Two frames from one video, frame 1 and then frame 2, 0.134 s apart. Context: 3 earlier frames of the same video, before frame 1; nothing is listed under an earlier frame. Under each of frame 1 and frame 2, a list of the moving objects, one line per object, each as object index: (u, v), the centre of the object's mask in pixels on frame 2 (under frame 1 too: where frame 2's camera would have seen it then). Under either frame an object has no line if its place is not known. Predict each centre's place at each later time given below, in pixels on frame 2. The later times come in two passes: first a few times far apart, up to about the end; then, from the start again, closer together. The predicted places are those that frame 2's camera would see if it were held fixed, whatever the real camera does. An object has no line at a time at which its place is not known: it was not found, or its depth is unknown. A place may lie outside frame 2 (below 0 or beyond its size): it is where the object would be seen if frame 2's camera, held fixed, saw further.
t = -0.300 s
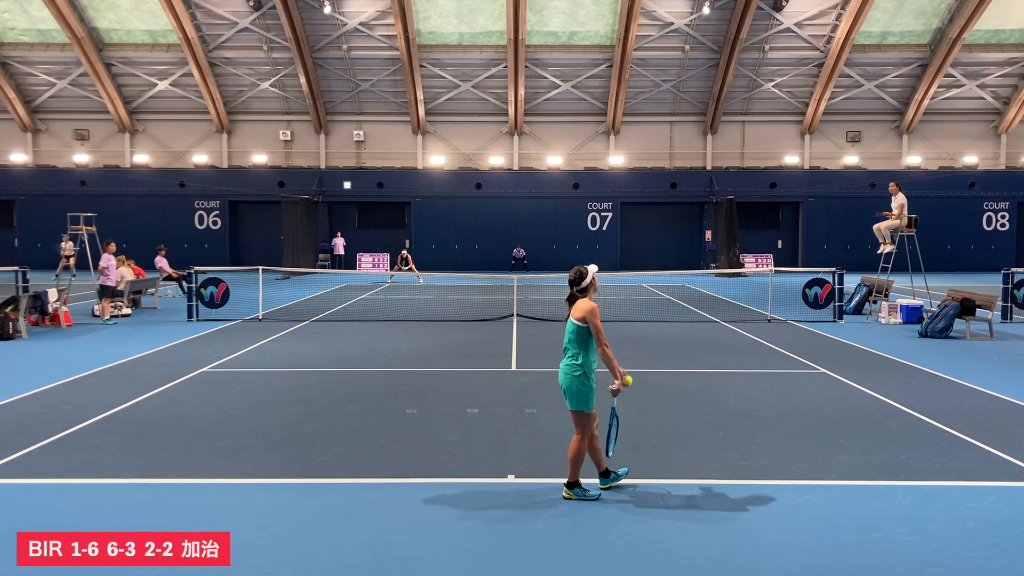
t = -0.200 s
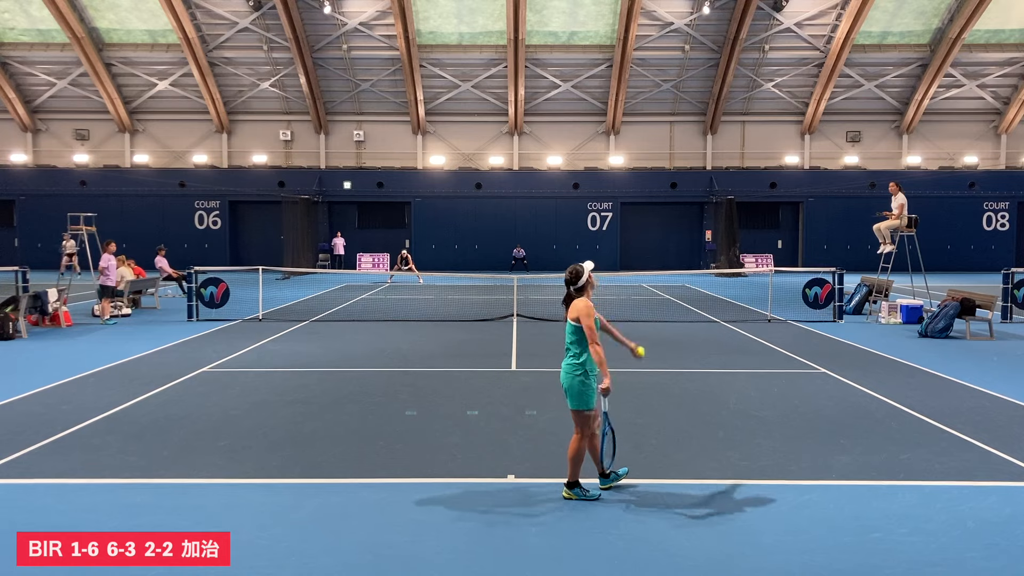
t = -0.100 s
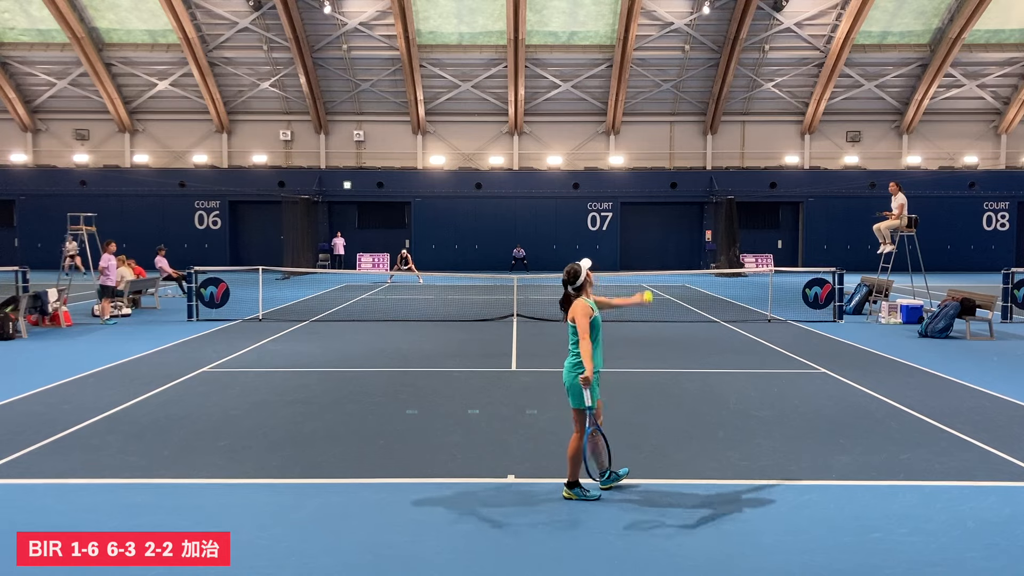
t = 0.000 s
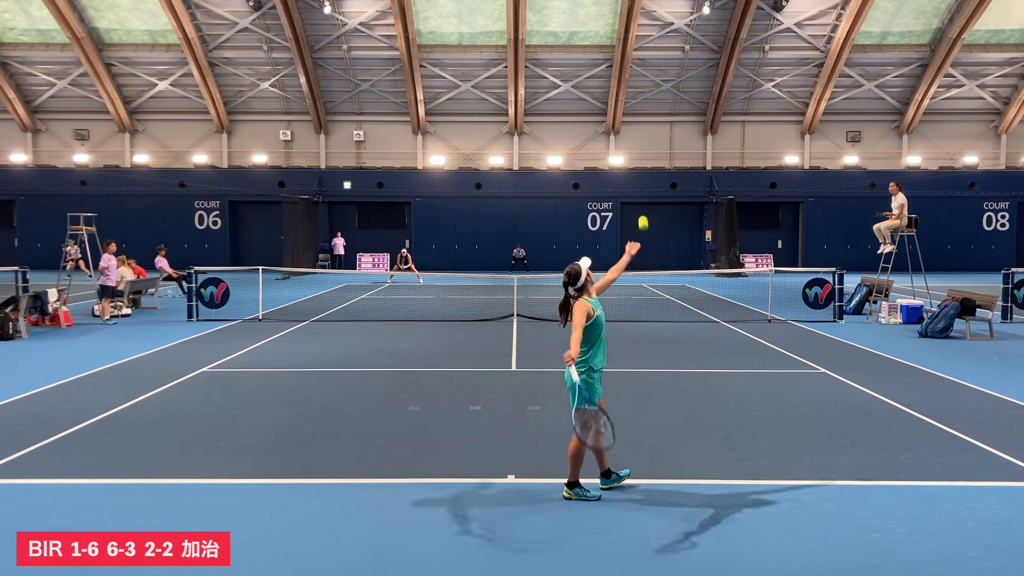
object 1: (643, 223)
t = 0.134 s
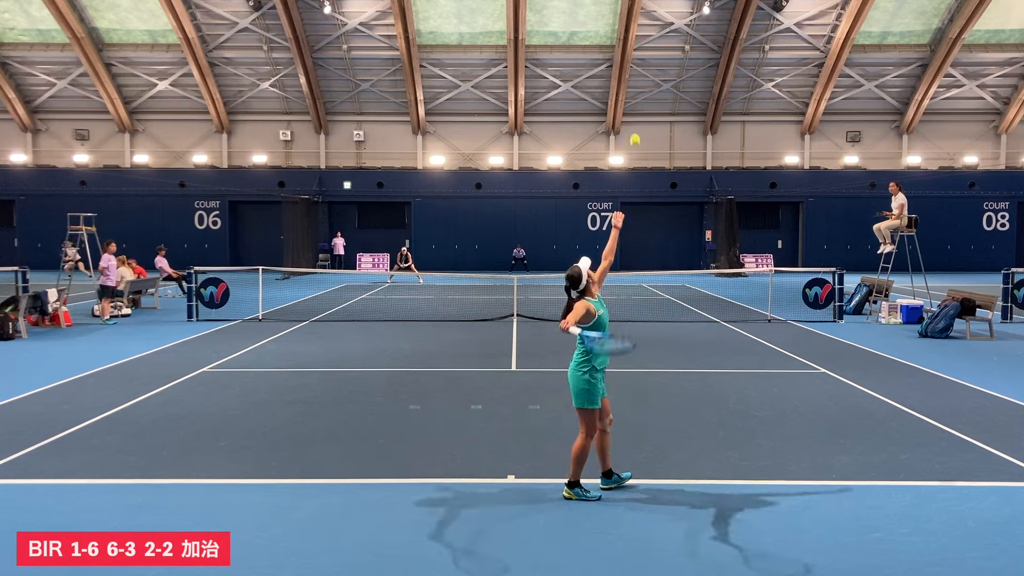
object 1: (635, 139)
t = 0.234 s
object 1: (628, 93)
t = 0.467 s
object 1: (613, 36)
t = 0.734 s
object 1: (595, 59)
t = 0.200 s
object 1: (630, 108)
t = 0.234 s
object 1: (628, 93)
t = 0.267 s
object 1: (626, 81)
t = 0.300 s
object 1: (624, 70)
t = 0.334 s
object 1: (622, 60)
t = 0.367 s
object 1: (620, 52)
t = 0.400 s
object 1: (618, 45)
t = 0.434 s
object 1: (615, 40)
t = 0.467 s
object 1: (613, 36)
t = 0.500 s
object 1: (611, 34)
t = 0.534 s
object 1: (609, 33)
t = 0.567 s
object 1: (607, 34)
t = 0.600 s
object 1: (604, 36)
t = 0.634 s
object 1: (602, 39)
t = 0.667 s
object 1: (600, 44)
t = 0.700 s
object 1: (598, 51)
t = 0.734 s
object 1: (595, 59)
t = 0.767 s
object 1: (593, 67)
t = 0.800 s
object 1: (591, 79)
